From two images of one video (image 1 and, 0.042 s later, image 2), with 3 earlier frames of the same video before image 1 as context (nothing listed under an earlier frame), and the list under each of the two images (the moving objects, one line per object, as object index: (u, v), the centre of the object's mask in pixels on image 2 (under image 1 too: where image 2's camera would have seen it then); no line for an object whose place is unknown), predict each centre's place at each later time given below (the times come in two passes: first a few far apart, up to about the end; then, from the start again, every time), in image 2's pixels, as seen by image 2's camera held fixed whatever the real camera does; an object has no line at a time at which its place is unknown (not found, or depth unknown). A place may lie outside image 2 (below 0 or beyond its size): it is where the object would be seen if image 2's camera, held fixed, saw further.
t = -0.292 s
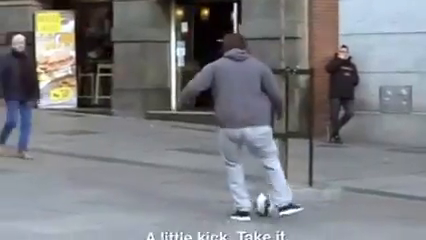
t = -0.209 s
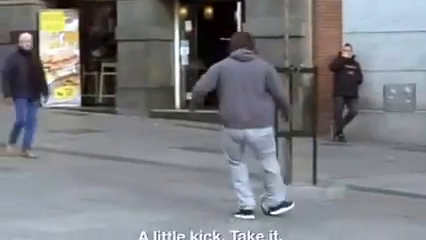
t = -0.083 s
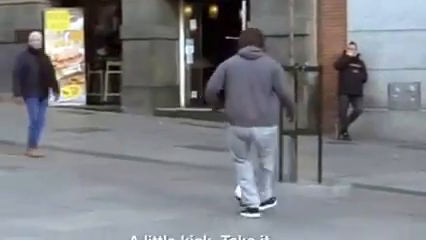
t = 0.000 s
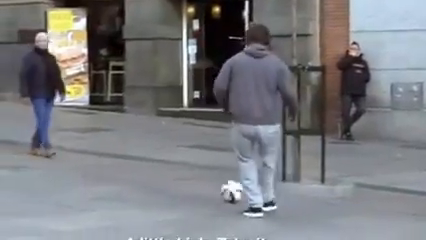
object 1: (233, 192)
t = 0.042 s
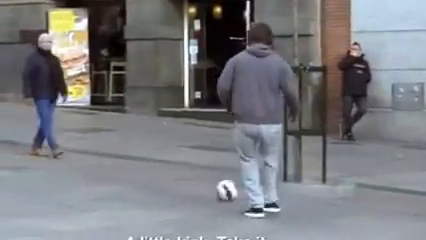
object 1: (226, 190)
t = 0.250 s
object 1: (198, 183)
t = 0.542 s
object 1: (167, 177)
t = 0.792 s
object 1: (145, 172)
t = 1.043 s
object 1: (126, 167)
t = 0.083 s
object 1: (220, 188)
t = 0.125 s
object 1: (214, 186)
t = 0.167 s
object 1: (209, 186)
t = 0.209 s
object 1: (203, 184)
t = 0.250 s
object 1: (198, 183)
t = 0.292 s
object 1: (194, 183)
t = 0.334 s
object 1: (189, 181)
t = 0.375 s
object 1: (184, 181)
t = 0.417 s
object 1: (180, 180)
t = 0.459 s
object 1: (175, 178)
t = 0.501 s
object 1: (171, 178)
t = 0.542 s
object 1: (167, 177)
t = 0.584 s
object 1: (163, 176)
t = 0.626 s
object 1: (159, 174)
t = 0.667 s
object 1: (155, 174)
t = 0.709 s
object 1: (153, 173)
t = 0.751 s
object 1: (148, 172)
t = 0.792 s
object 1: (145, 172)
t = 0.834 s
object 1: (142, 171)
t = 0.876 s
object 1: (139, 170)
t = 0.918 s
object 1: (135, 169)
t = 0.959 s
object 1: (132, 168)
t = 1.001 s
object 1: (129, 168)
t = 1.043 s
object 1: (126, 167)
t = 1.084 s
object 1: (122, 166)
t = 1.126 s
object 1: (120, 165)
